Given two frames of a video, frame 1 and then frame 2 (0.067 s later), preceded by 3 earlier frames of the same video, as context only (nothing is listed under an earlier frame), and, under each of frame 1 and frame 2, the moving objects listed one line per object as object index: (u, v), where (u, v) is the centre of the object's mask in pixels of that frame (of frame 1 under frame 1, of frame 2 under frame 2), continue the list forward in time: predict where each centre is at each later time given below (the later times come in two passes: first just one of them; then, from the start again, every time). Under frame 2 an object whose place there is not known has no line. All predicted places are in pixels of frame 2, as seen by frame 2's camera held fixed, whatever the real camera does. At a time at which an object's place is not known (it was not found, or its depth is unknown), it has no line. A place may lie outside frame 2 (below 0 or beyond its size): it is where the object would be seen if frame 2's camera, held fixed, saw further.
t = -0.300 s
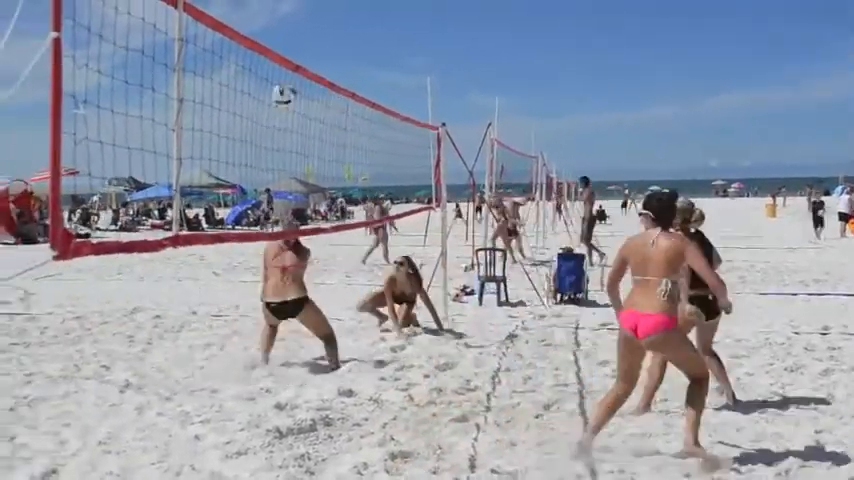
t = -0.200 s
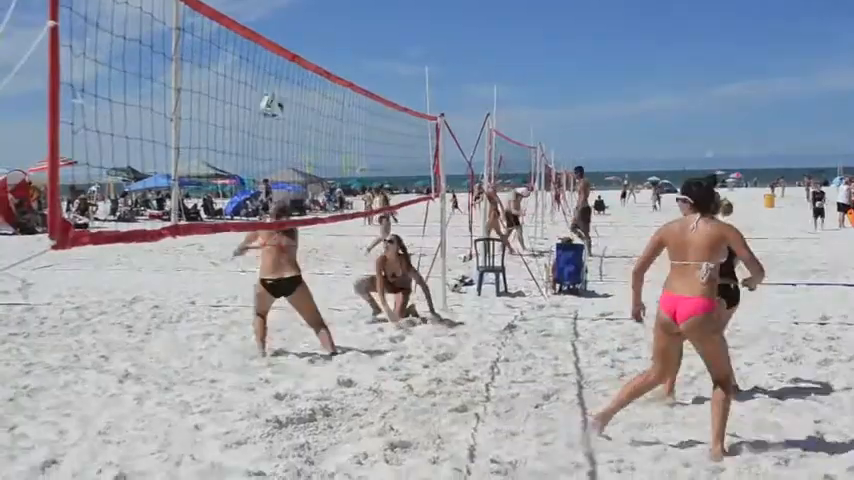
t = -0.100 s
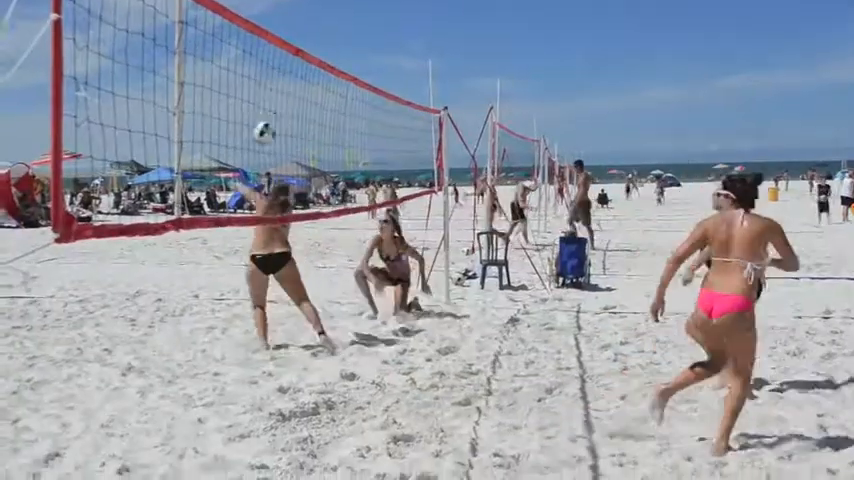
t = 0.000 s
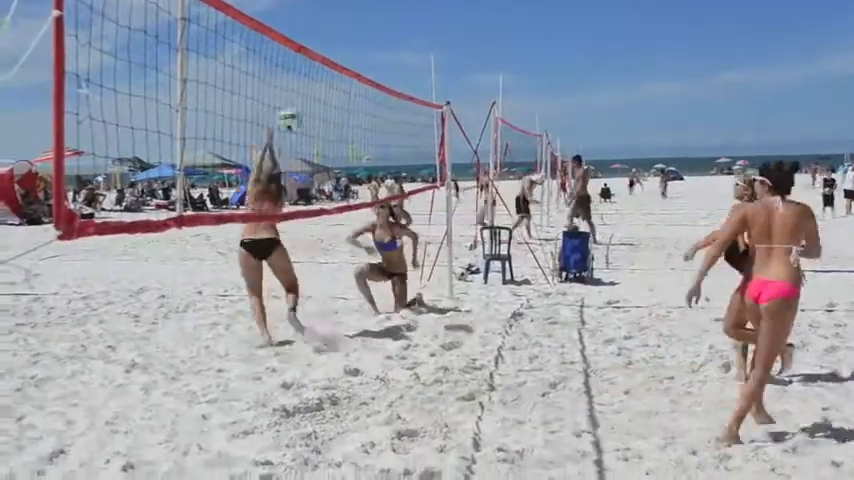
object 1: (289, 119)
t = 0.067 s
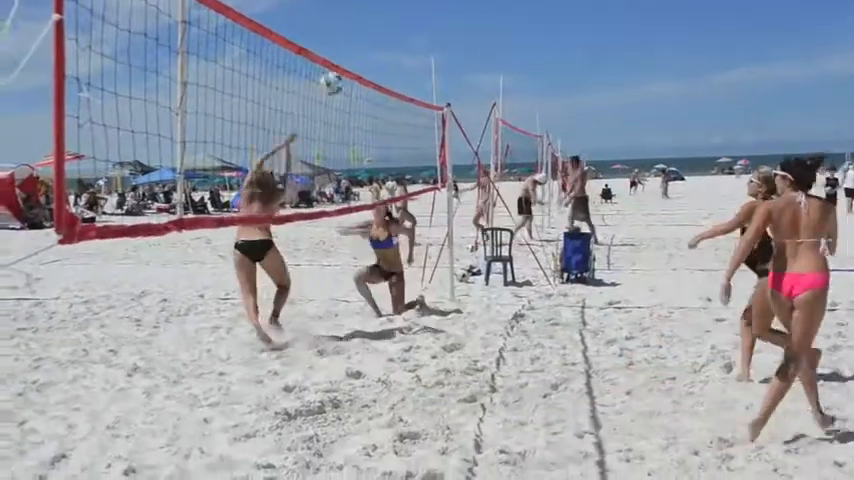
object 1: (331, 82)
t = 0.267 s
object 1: (464, -5)
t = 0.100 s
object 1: (354, 64)
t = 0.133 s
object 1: (374, 50)
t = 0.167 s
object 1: (395, 34)
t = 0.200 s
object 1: (418, 20)
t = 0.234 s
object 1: (441, 7)
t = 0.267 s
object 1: (464, -5)
